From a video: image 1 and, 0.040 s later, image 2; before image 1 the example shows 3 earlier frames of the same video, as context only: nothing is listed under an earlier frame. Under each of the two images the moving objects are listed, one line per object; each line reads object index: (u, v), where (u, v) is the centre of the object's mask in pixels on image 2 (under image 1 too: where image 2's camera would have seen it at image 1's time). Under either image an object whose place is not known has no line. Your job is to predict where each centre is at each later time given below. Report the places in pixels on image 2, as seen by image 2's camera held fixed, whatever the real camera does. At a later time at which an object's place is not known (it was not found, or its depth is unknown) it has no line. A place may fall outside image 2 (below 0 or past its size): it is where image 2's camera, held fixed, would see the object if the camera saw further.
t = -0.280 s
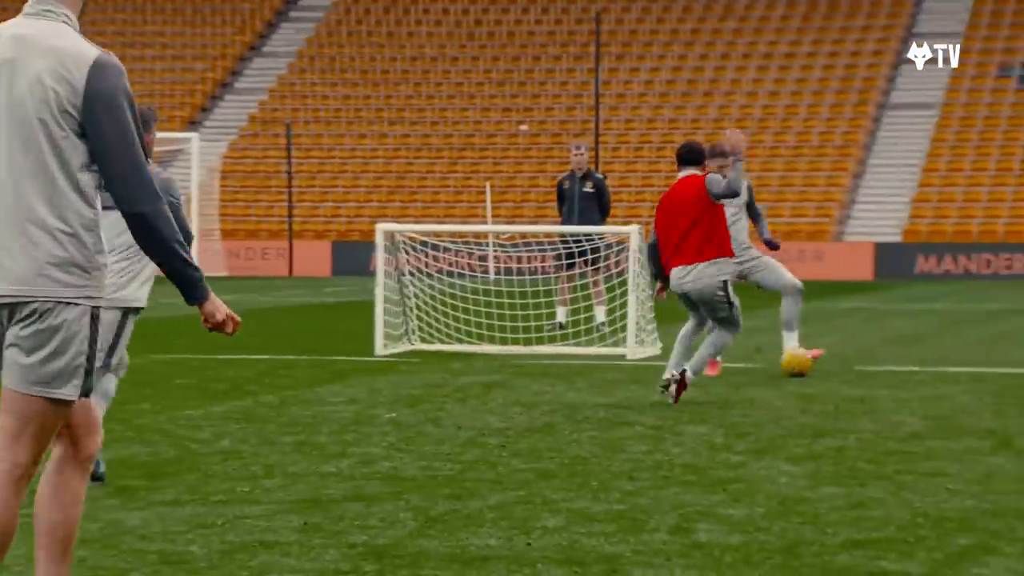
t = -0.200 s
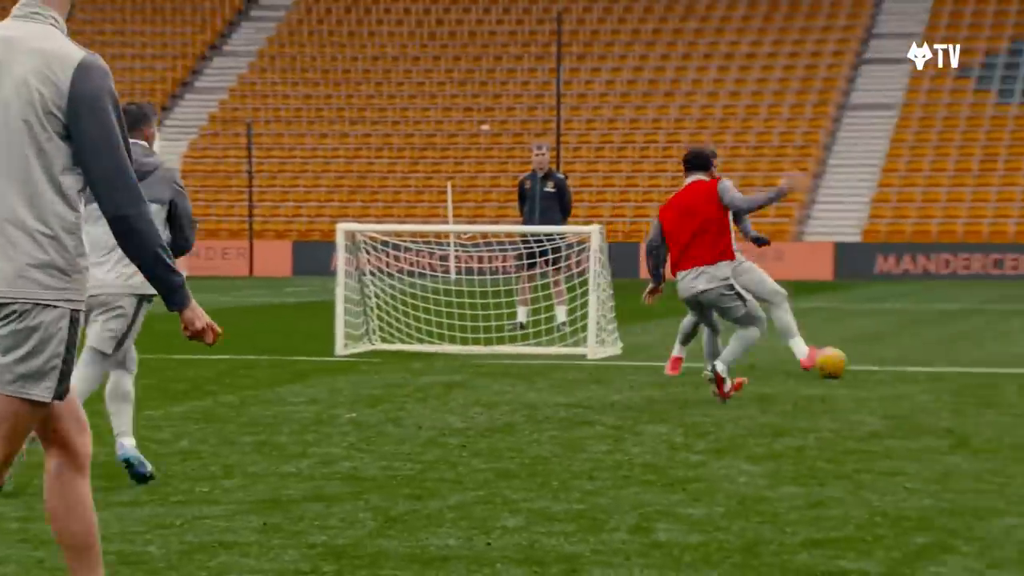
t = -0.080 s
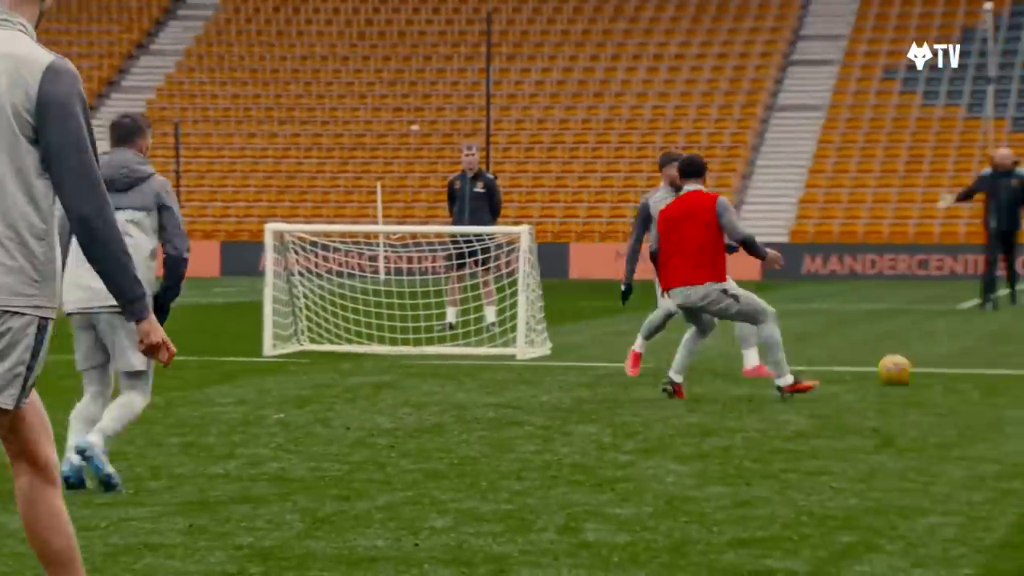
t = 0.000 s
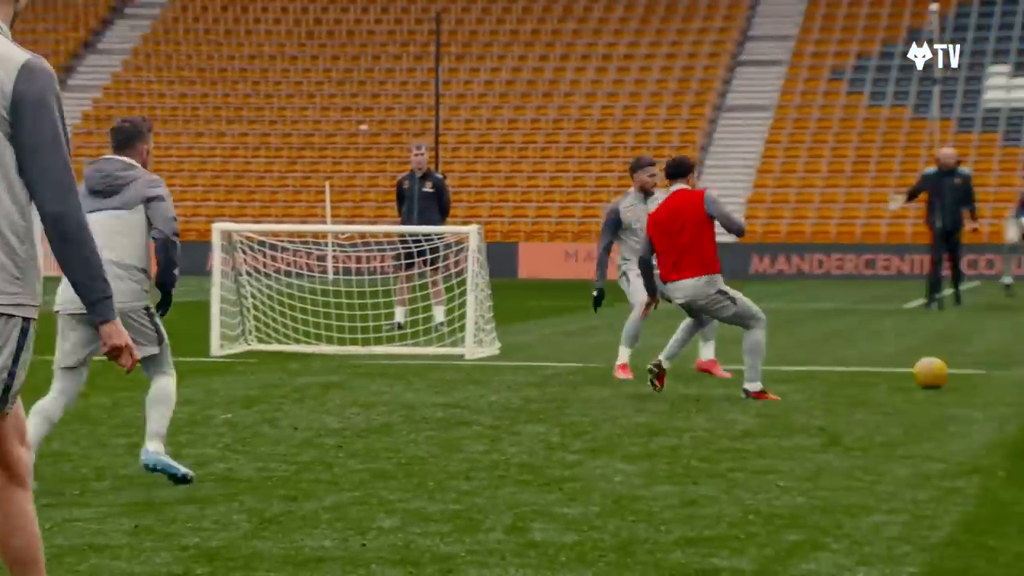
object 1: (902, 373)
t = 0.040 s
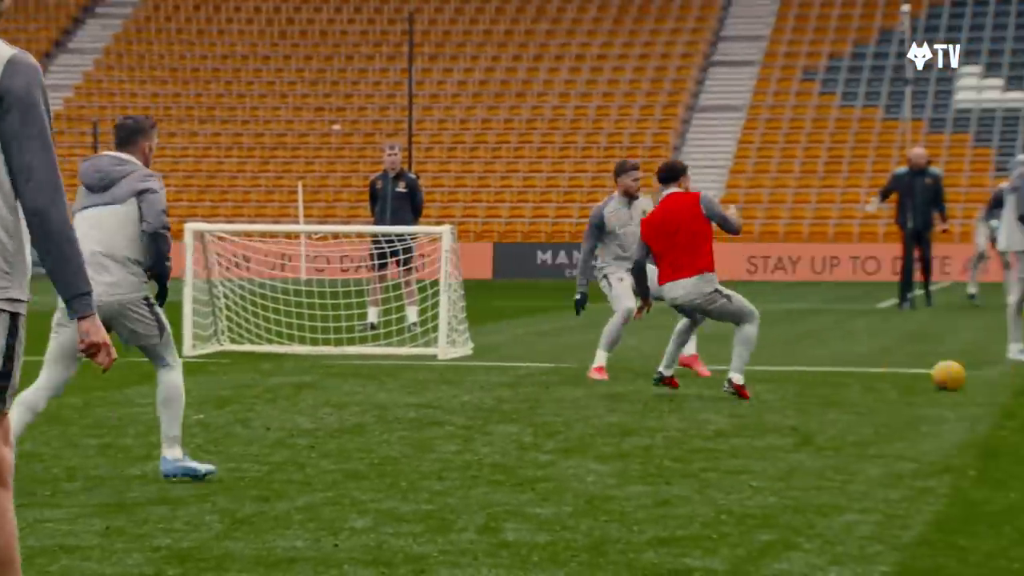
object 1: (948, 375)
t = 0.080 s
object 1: (992, 376)
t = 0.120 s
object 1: (1036, 377)
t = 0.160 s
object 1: (1082, 380)
